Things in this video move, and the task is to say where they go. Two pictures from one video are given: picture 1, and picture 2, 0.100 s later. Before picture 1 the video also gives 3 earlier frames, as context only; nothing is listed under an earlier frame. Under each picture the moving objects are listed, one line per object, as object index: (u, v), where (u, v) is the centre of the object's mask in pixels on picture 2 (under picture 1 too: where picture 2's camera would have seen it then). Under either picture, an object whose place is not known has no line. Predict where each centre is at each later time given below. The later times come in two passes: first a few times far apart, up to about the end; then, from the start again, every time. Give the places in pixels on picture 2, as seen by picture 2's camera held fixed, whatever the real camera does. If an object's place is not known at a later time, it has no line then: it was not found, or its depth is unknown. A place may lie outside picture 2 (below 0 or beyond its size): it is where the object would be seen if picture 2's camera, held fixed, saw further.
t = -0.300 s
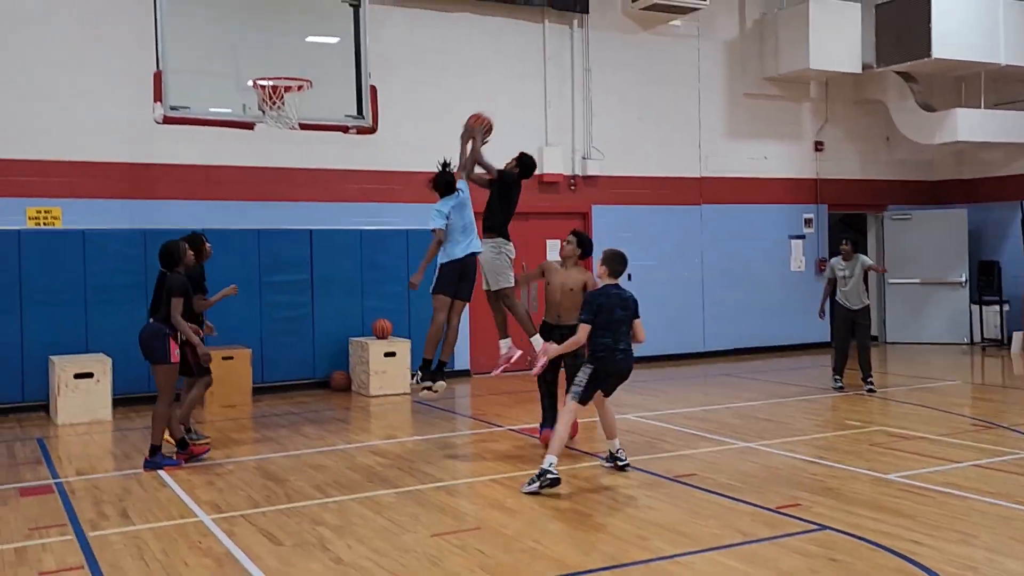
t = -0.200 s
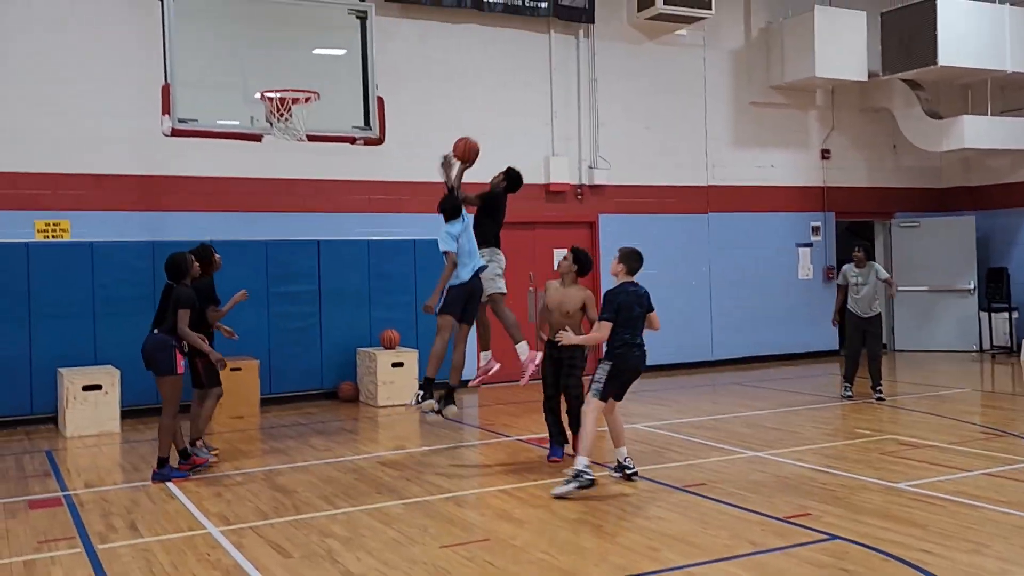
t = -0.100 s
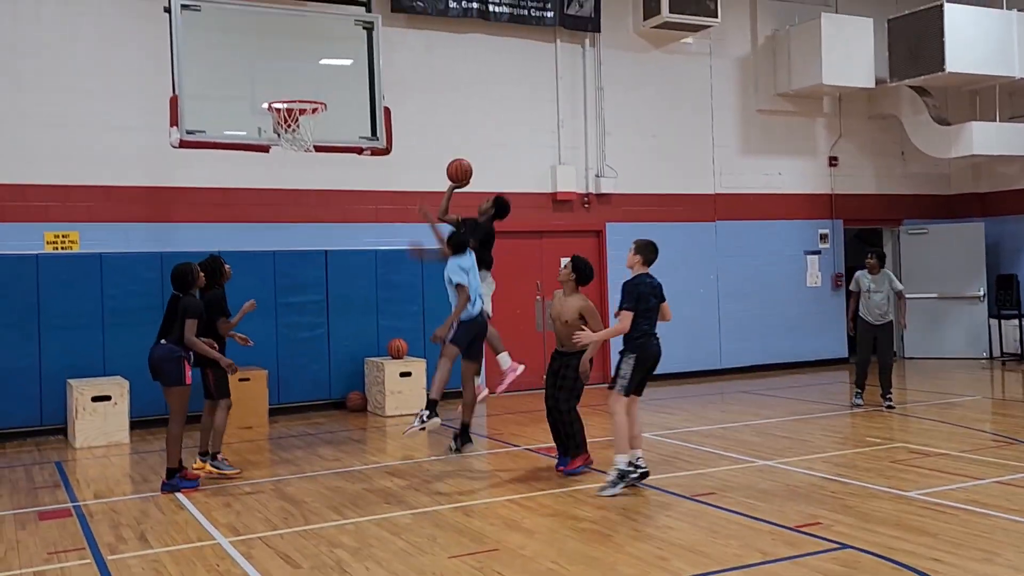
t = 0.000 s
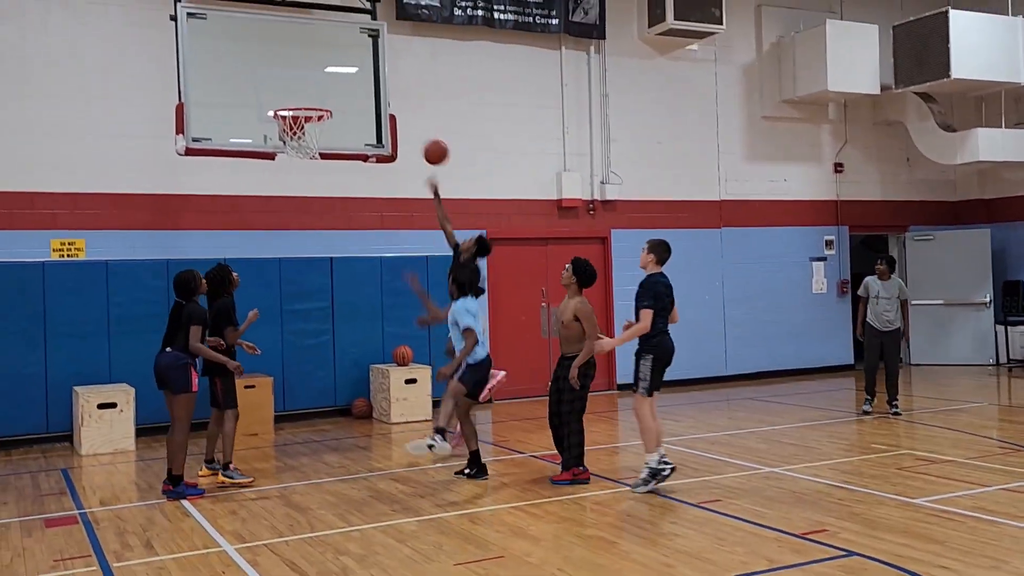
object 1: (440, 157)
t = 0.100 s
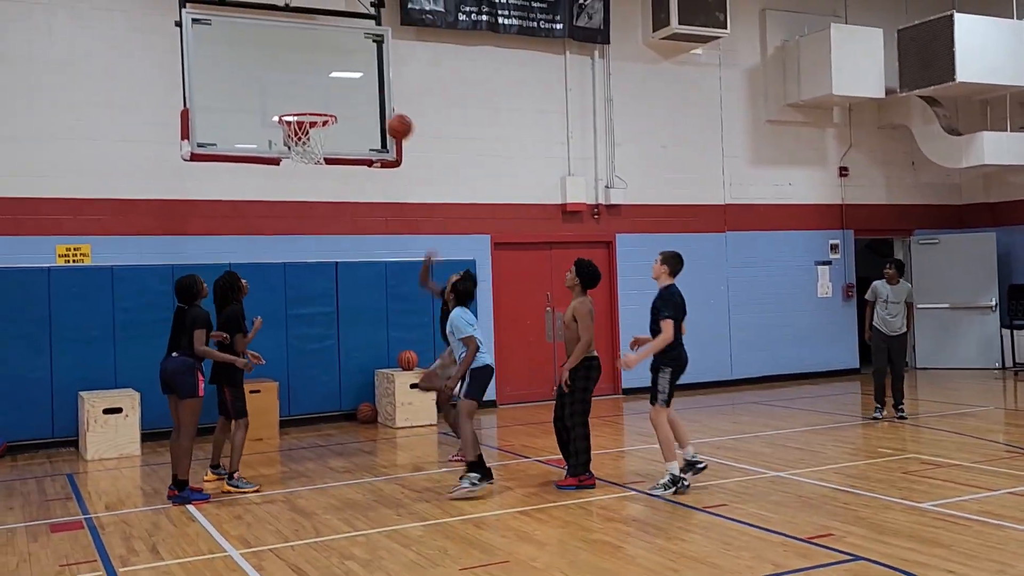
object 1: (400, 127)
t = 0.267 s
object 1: (352, 100)
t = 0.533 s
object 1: (311, 103)
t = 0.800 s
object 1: (293, 129)
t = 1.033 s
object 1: (303, 160)
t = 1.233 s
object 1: (321, 212)
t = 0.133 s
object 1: (386, 119)
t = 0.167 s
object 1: (372, 112)
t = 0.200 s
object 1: (364, 107)
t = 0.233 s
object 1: (358, 103)
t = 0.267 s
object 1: (352, 100)
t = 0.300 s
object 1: (347, 99)
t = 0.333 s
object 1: (341, 98)
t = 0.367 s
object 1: (336, 99)
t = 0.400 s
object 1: (330, 101)
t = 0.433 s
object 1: (325, 102)
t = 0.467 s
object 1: (320, 101)
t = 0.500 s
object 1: (315, 102)
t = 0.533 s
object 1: (311, 103)
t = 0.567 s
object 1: (307, 103)
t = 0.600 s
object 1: (304, 104)
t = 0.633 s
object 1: (301, 105)
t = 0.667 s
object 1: (298, 106)
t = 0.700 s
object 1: (296, 107)
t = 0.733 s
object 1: (294, 109)
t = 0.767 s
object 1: (293, 111)
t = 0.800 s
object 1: (293, 129)
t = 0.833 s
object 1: (292, 136)
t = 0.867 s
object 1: (293, 140)
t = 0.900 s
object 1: (294, 143)
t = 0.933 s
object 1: (296, 146)
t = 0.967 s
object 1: (298, 148)
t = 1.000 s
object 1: (300, 152)
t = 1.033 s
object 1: (303, 160)
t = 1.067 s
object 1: (305, 169)
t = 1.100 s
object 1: (309, 172)
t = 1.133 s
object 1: (312, 180)
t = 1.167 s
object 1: (315, 189)
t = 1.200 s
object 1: (318, 200)
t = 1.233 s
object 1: (321, 212)
